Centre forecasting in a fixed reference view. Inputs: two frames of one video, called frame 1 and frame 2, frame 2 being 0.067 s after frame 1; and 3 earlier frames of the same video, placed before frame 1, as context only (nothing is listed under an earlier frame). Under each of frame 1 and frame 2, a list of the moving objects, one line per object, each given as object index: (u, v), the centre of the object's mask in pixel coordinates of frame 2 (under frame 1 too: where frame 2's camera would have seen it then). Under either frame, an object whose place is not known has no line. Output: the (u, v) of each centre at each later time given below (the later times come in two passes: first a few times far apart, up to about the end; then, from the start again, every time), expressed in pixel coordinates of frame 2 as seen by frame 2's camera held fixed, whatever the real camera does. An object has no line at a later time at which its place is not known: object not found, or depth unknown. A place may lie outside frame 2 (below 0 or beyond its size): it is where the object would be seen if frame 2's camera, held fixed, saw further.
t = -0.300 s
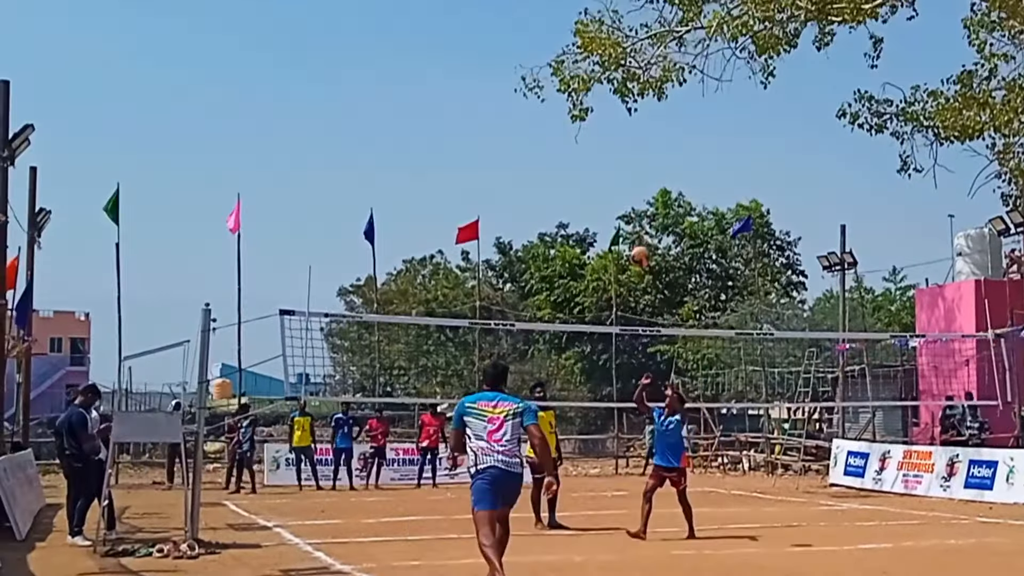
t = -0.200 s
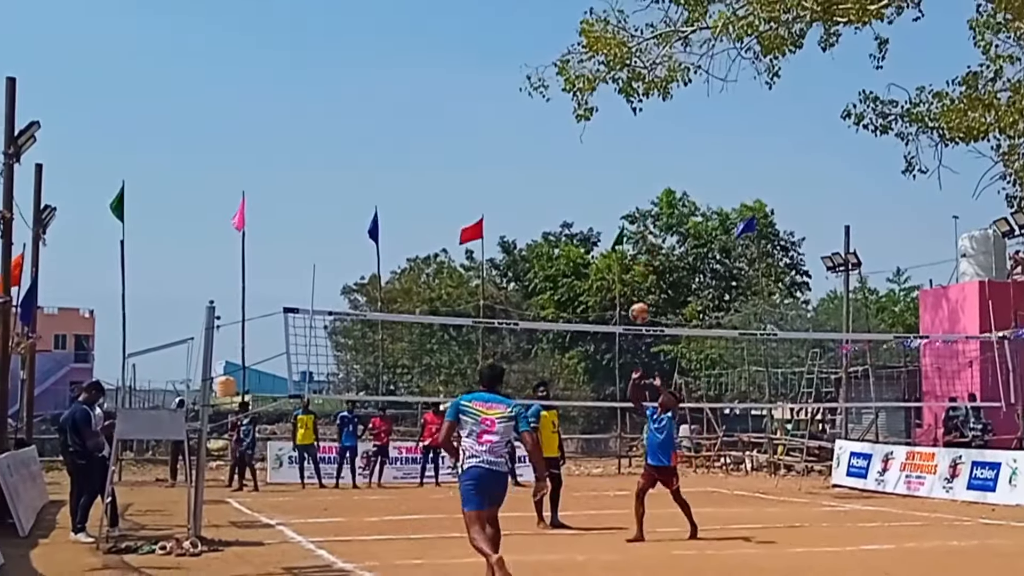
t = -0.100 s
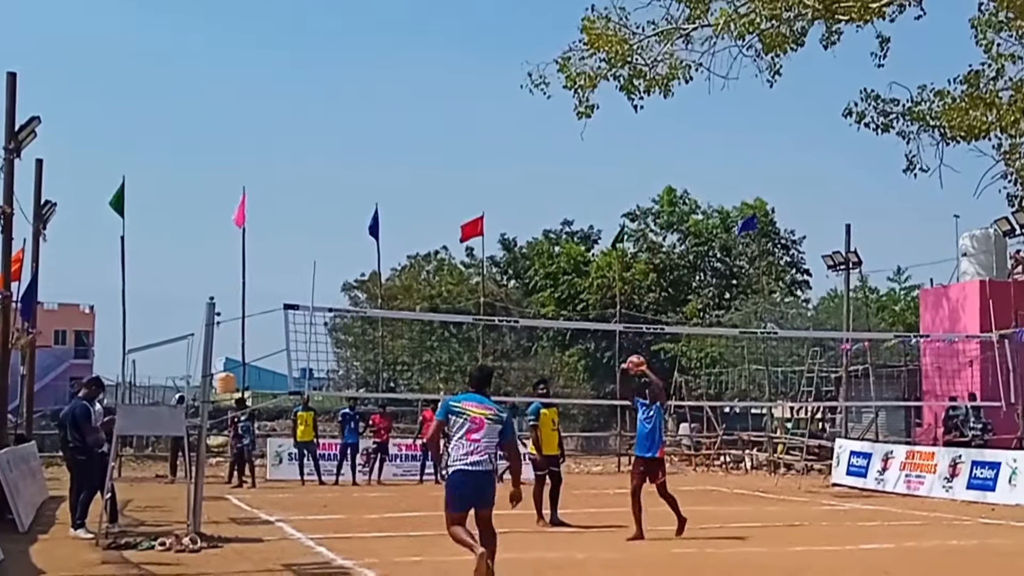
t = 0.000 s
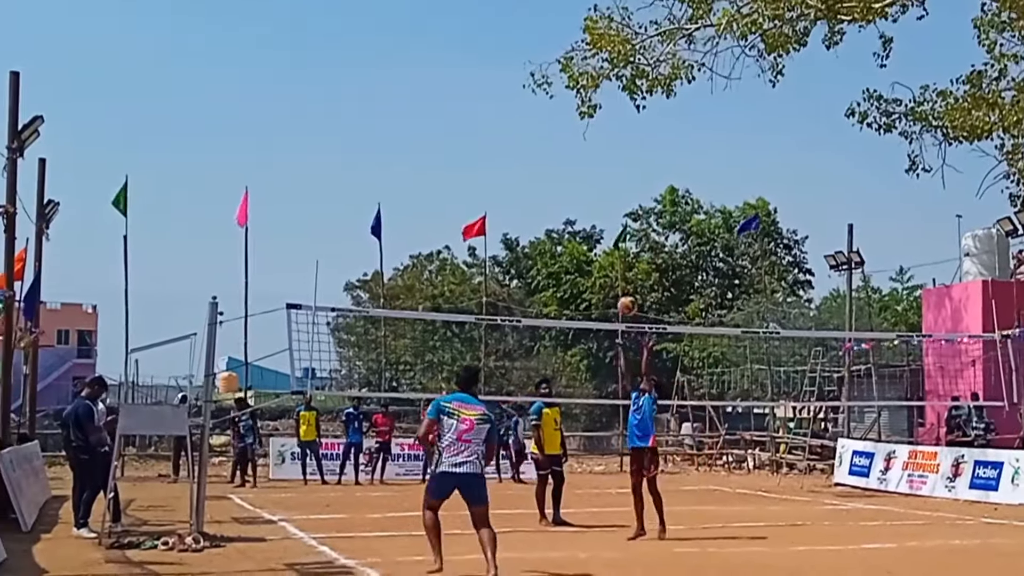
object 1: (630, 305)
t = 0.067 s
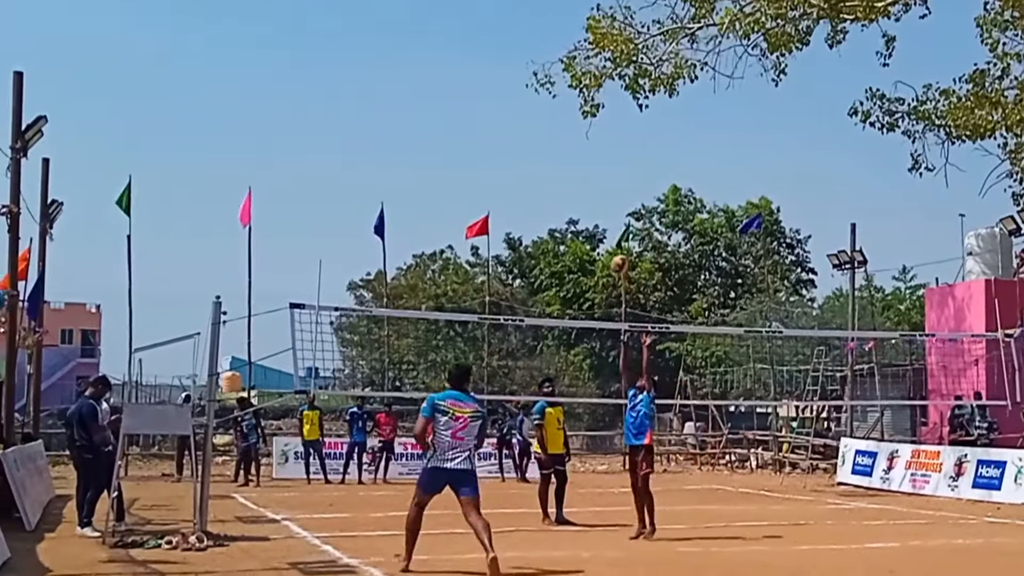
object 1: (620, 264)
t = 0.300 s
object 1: (586, 156)
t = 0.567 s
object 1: (544, 93)
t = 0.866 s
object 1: (495, 102)
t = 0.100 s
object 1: (617, 246)
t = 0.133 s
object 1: (611, 229)
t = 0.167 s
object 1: (606, 212)
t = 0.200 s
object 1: (601, 197)
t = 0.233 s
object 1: (596, 182)
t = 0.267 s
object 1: (591, 168)
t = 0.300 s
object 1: (586, 156)
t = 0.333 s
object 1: (581, 145)
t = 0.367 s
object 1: (575, 134)
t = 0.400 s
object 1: (570, 124)
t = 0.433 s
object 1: (565, 116)
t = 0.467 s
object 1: (560, 109)
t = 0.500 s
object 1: (554, 103)
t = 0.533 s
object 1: (549, 98)
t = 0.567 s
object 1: (544, 93)
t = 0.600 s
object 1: (538, 90)
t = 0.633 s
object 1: (532, 88)
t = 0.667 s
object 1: (527, 87)
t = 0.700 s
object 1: (522, 87)
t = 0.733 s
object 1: (517, 88)
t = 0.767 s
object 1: (511, 90)
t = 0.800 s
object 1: (506, 92)
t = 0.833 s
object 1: (501, 97)
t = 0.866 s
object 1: (495, 102)
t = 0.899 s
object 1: (489, 108)
